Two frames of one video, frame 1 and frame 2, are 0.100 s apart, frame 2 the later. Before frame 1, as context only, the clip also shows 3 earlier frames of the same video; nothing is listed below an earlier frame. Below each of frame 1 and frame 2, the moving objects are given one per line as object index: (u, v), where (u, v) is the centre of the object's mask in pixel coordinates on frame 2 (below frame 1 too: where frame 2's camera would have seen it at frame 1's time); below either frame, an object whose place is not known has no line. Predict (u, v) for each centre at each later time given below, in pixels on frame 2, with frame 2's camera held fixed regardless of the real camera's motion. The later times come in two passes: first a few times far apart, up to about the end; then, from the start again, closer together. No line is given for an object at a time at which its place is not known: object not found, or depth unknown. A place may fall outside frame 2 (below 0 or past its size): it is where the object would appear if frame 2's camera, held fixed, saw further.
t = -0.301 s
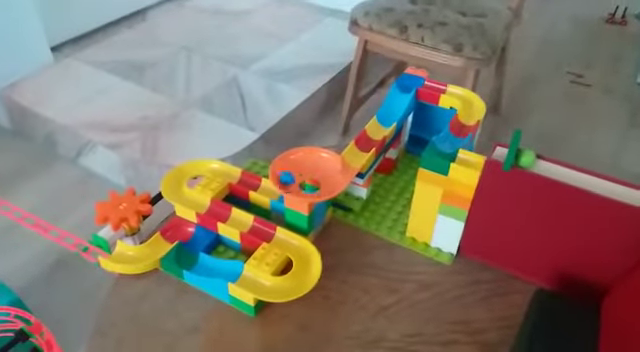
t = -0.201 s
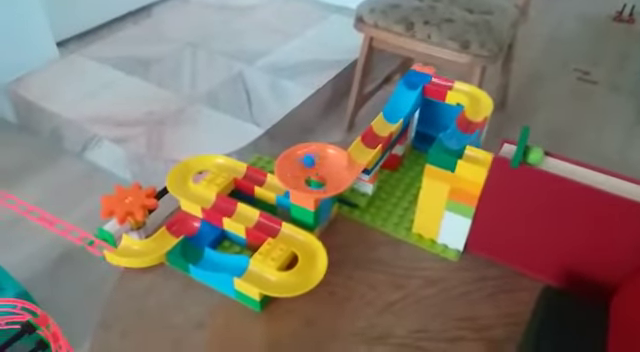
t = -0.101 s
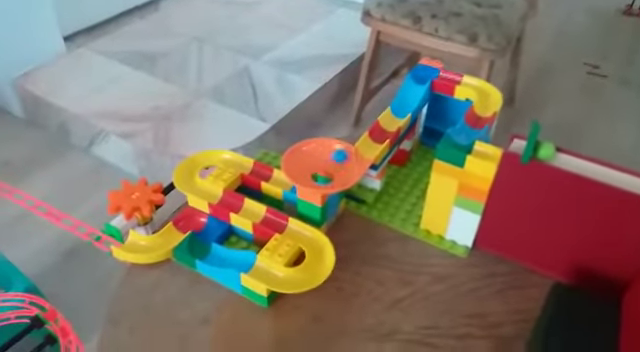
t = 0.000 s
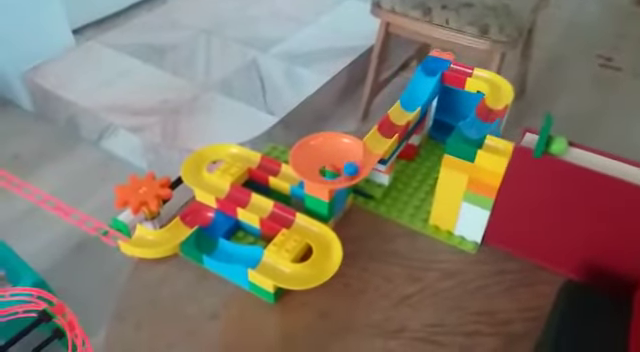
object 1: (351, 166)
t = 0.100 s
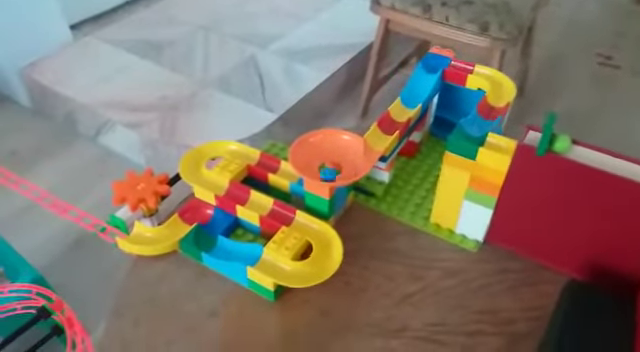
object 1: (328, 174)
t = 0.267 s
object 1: (310, 158)
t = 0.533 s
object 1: (350, 166)
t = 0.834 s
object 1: (315, 155)
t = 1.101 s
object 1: (347, 168)
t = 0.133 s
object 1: (319, 174)
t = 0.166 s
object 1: (312, 170)
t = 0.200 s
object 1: (308, 167)
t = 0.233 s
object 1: (308, 163)
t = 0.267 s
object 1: (310, 158)
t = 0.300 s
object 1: (315, 152)
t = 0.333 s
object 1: (322, 148)
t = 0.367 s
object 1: (332, 146)
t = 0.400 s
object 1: (341, 145)
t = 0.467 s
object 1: (351, 154)
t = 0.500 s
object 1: (352, 159)
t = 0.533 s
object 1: (350, 166)
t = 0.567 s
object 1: (345, 171)
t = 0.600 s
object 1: (337, 173)
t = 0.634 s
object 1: (331, 175)
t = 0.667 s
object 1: (324, 174)
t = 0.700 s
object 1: (317, 172)
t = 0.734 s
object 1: (312, 169)
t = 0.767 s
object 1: (310, 165)
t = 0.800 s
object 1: (311, 160)
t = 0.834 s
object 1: (315, 155)
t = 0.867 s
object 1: (321, 151)
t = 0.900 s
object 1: (327, 148)
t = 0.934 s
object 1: (335, 147)
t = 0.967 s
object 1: (341, 148)
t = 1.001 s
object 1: (347, 151)
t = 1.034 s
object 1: (349, 156)
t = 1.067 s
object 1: (350, 162)
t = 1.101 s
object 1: (347, 168)
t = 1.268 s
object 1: (317, 173)
